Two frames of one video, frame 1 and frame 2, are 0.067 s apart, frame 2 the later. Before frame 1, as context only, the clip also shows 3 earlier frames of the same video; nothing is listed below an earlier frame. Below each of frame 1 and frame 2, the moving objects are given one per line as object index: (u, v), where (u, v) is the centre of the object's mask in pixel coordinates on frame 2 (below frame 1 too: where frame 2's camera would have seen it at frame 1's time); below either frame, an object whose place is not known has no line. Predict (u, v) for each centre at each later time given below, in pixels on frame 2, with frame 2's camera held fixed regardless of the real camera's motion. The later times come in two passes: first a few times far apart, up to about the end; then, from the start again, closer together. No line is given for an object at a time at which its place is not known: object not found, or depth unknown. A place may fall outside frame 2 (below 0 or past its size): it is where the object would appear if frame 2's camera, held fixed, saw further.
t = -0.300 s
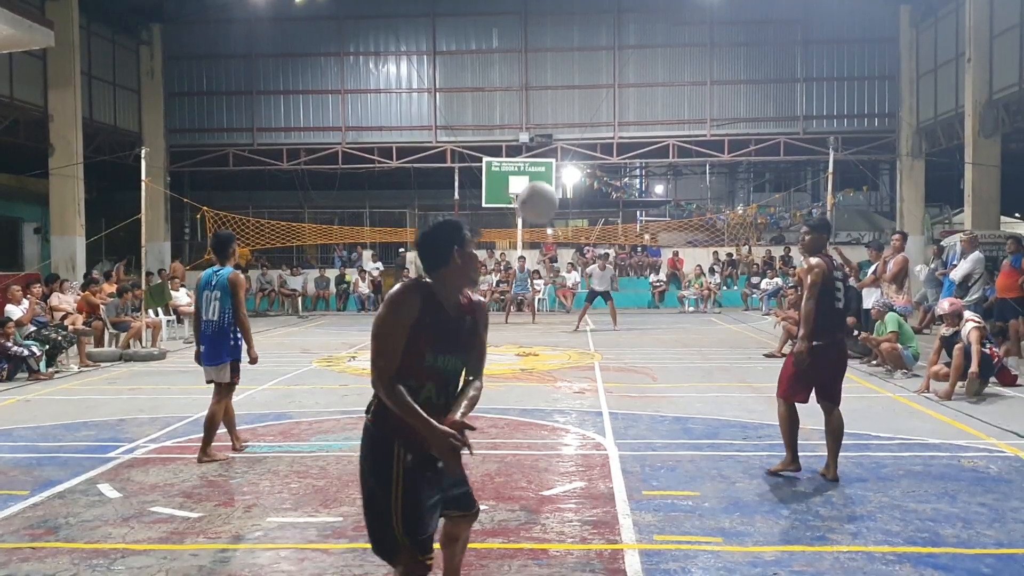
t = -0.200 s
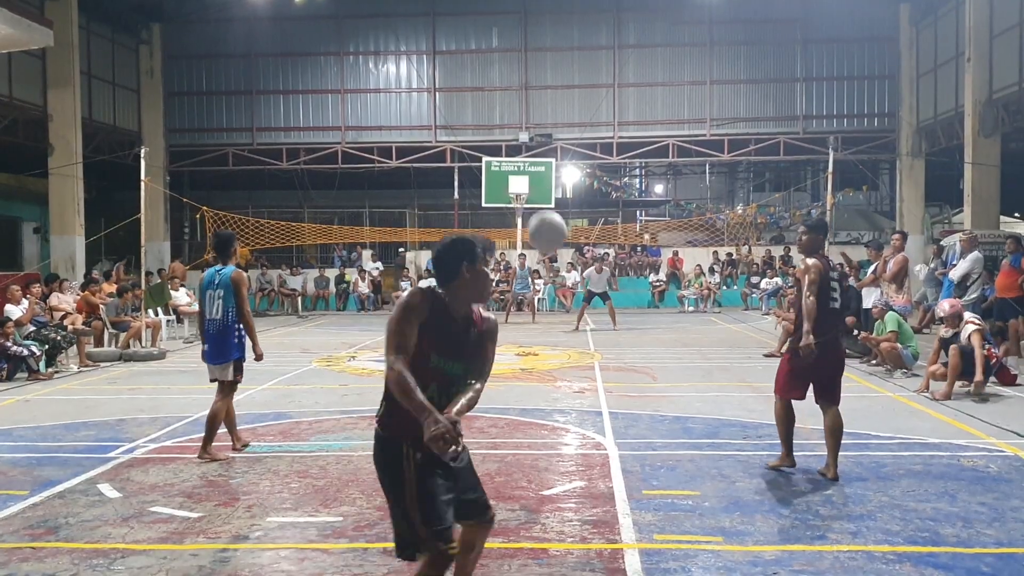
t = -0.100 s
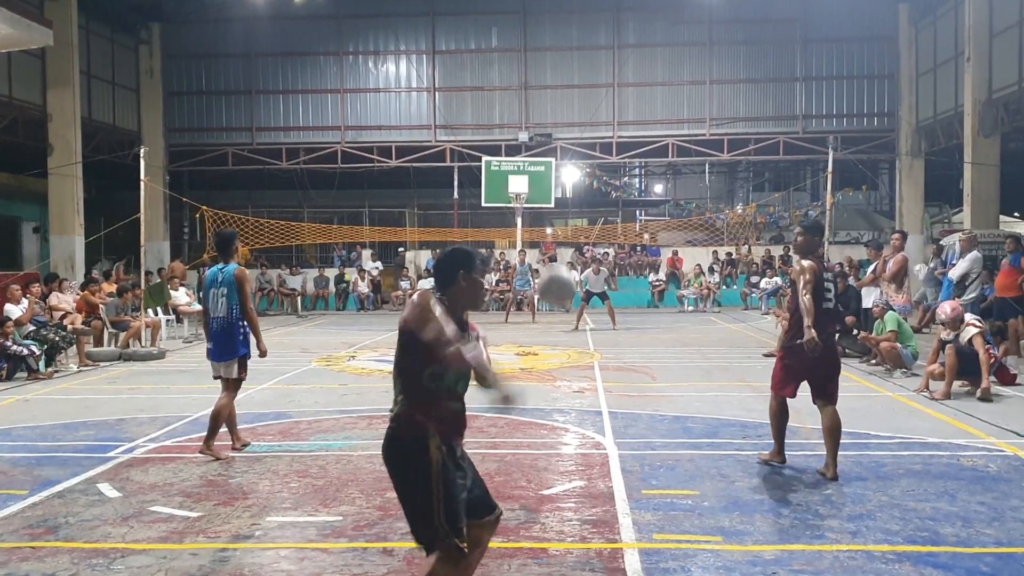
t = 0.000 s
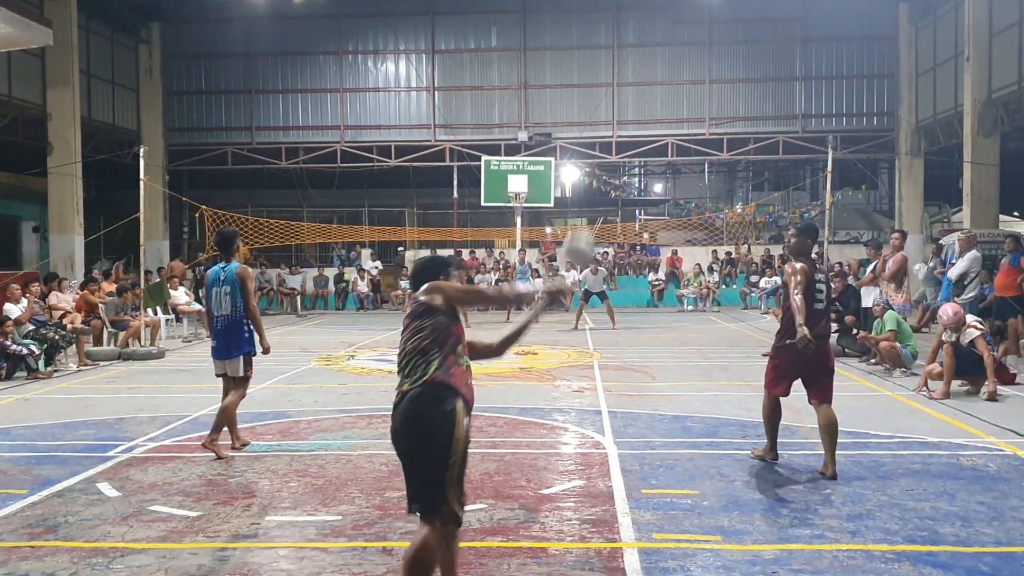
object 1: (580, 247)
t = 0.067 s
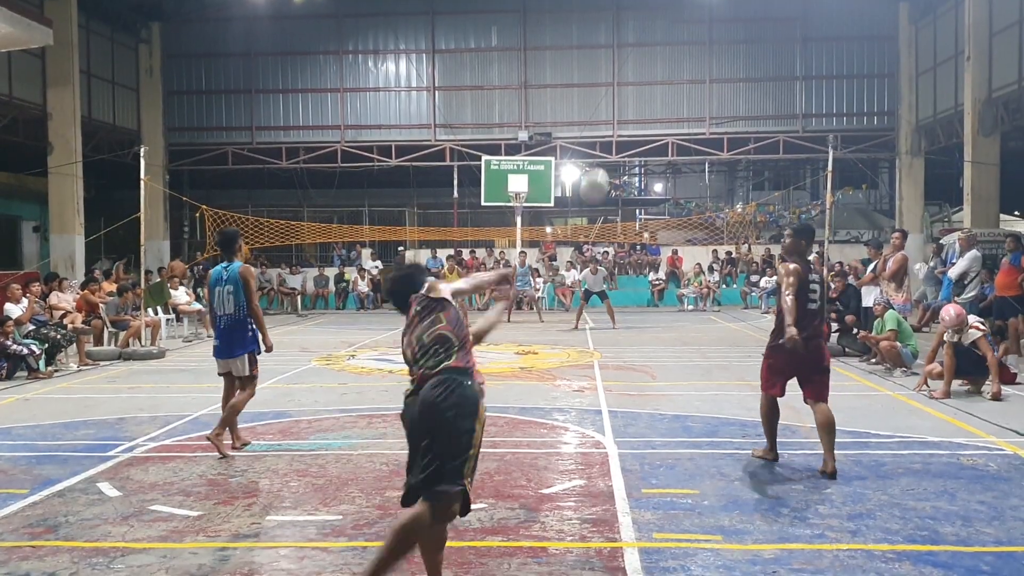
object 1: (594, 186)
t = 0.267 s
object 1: (623, 121)
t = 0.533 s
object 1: (640, 137)
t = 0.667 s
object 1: (645, 161)
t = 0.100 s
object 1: (601, 163)
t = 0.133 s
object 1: (607, 147)
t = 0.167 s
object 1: (611, 137)
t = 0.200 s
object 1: (616, 128)
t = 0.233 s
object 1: (620, 123)
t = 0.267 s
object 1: (623, 121)
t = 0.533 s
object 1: (640, 137)
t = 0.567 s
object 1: (641, 142)
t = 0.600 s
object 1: (642, 148)
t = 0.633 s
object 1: (644, 154)
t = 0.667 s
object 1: (645, 161)
